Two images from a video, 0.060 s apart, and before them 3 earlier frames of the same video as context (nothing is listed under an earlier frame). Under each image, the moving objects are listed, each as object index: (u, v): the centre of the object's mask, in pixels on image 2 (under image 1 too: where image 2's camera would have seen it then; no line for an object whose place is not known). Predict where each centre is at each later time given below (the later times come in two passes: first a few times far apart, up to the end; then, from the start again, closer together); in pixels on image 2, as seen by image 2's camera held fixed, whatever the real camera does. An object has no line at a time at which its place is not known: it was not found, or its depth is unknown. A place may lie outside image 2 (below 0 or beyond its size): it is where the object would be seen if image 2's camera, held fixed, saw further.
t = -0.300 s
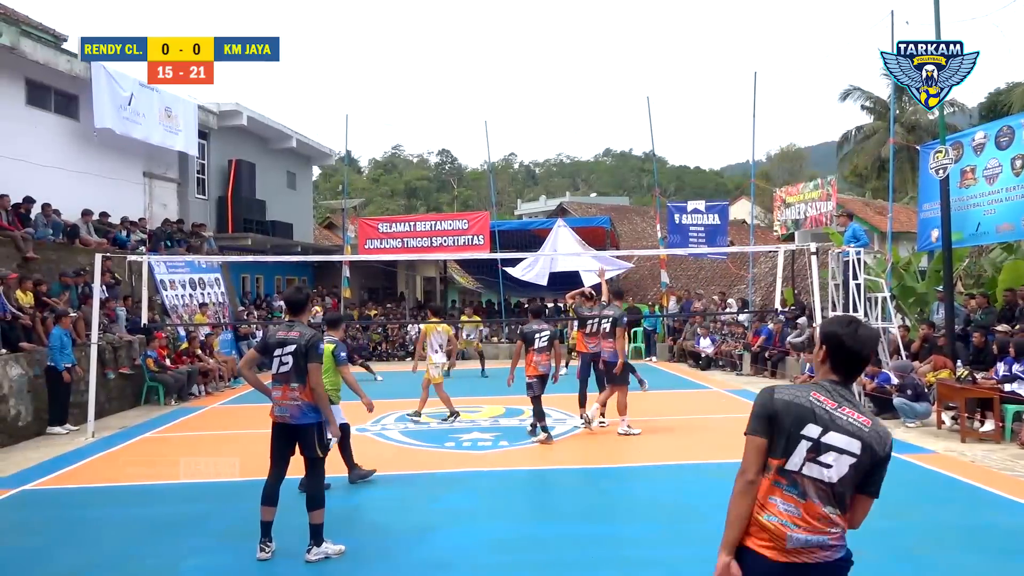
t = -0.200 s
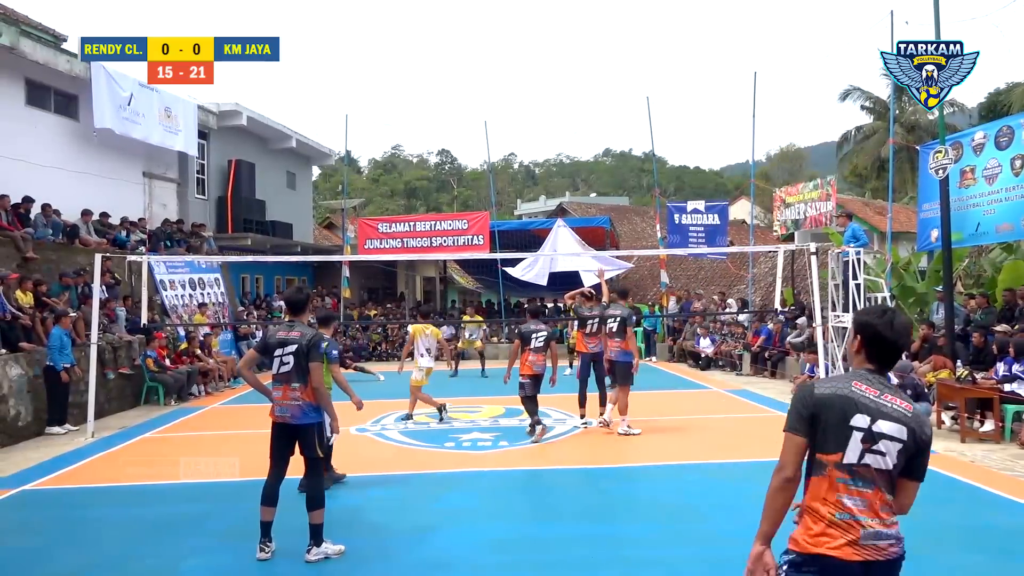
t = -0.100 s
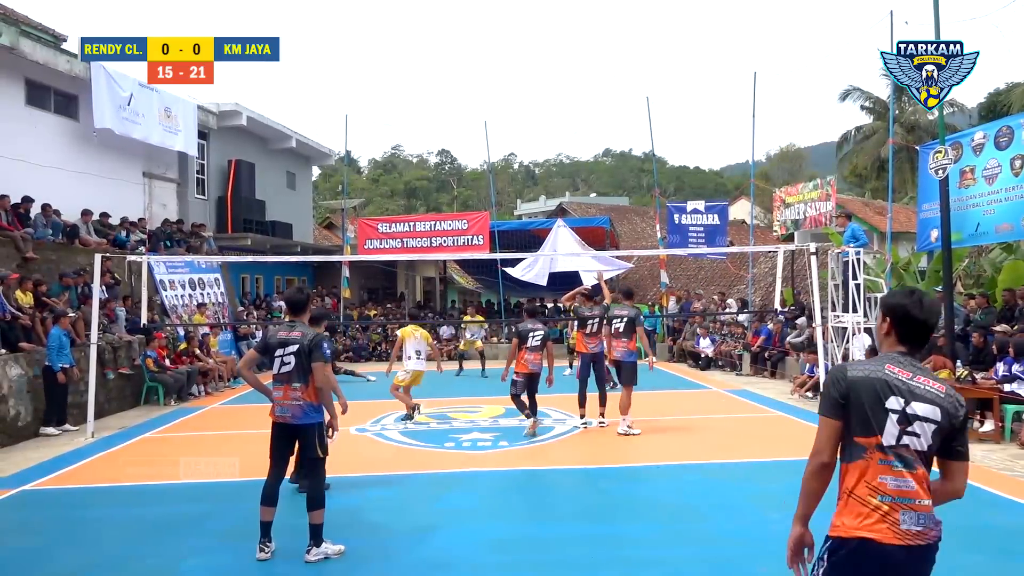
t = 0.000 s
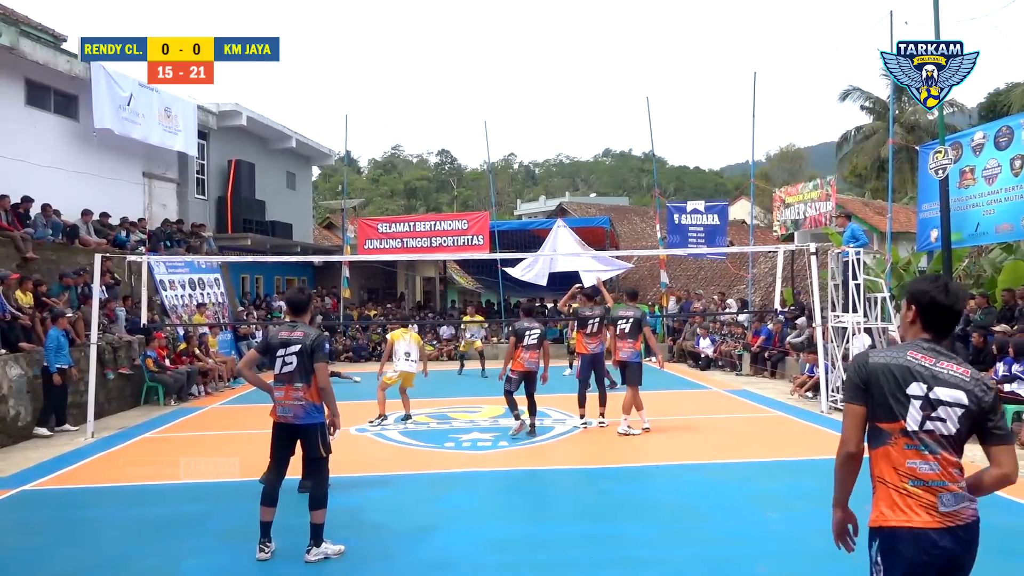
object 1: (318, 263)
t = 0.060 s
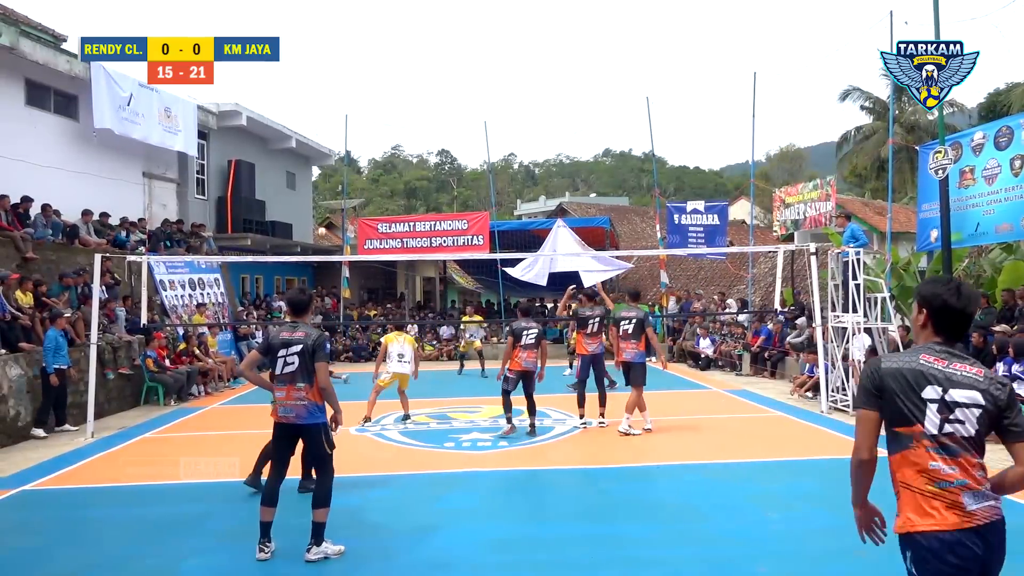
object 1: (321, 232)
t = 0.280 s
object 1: (337, 144)
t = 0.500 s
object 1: (354, 80)
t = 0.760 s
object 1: (374, 33)
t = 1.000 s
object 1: (393, 20)
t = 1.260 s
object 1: (414, 35)
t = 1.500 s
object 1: (434, 77)
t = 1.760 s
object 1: (460, 153)
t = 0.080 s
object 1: (324, 221)
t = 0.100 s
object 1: (323, 213)
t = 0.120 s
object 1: (325, 204)
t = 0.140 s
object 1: (326, 197)
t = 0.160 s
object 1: (328, 188)
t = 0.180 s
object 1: (330, 180)
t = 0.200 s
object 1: (330, 173)
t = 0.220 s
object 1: (333, 164)
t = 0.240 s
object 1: (335, 157)
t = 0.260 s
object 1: (336, 152)
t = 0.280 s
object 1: (337, 144)
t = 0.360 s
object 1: (343, 118)
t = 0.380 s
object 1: (345, 112)
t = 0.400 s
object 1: (346, 106)
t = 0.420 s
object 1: (347, 100)
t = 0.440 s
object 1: (349, 95)
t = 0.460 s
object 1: (350, 90)
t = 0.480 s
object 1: (352, 84)
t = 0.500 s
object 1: (354, 80)
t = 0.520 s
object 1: (355, 75)
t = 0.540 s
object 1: (357, 70)
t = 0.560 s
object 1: (358, 66)
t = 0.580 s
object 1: (360, 62)
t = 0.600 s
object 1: (362, 58)
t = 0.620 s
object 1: (363, 54)
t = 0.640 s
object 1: (365, 51)
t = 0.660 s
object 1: (366, 48)
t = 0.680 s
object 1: (367, 44)
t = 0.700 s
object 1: (369, 42)
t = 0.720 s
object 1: (370, 38)
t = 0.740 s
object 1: (372, 36)
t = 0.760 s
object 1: (374, 33)
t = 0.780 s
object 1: (375, 31)
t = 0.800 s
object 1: (377, 30)
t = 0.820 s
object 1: (378, 27)
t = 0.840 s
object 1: (380, 26)
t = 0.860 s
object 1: (382, 24)
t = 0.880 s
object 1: (383, 23)
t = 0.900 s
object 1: (385, 22)
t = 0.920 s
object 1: (387, 21)
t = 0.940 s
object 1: (389, 20)
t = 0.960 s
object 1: (390, 19)
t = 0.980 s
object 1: (391, 19)
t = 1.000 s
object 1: (393, 20)
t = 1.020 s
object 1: (395, 19)
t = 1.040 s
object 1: (397, 20)
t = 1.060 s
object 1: (398, 20)
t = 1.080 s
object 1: (400, 21)
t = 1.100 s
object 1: (402, 22)
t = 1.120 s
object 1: (403, 23)
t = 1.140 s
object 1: (405, 24)
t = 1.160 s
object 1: (407, 25)
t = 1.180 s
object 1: (408, 27)
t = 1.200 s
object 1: (409, 29)
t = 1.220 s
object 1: (411, 30)
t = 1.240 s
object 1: (413, 33)
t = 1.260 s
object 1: (414, 35)
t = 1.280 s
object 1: (416, 38)
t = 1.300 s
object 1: (418, 40)
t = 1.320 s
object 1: (420, 43)
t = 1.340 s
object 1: (421, 46)
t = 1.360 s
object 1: (423, 50)
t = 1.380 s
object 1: (425, 53)
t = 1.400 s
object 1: (426, 57)
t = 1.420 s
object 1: (428, 60)
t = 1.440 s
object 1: (429, 65)
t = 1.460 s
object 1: (431, 69)
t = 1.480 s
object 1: (432, 73)
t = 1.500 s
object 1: (434, 77)
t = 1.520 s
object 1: (436, 82)
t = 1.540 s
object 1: (438, 87)
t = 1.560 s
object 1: (440, 92)
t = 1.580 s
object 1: (442, 98)
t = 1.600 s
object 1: (444, 103)
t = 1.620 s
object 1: (446, 109)
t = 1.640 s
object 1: (448, 114)
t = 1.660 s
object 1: (450, 120)
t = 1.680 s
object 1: (452, 127)
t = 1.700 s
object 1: (454, 133)
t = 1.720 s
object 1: (457, 140)
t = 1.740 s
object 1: (458, 146)
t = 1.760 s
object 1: (460, 153)
